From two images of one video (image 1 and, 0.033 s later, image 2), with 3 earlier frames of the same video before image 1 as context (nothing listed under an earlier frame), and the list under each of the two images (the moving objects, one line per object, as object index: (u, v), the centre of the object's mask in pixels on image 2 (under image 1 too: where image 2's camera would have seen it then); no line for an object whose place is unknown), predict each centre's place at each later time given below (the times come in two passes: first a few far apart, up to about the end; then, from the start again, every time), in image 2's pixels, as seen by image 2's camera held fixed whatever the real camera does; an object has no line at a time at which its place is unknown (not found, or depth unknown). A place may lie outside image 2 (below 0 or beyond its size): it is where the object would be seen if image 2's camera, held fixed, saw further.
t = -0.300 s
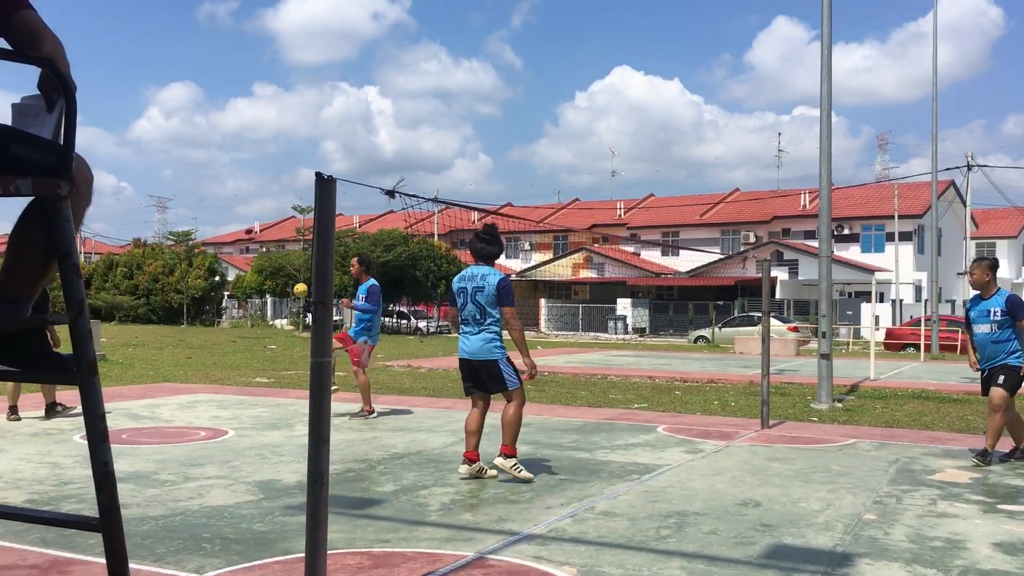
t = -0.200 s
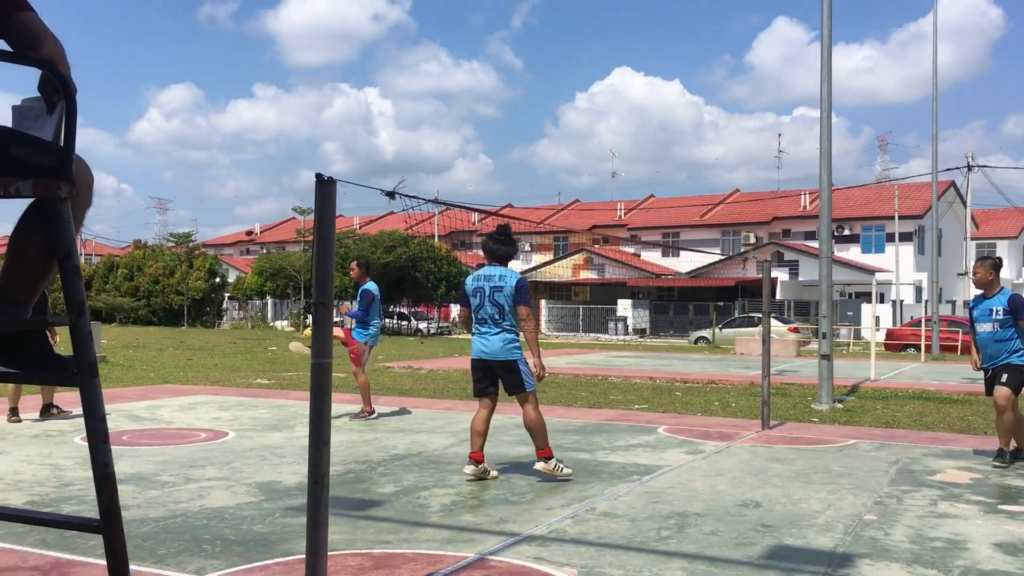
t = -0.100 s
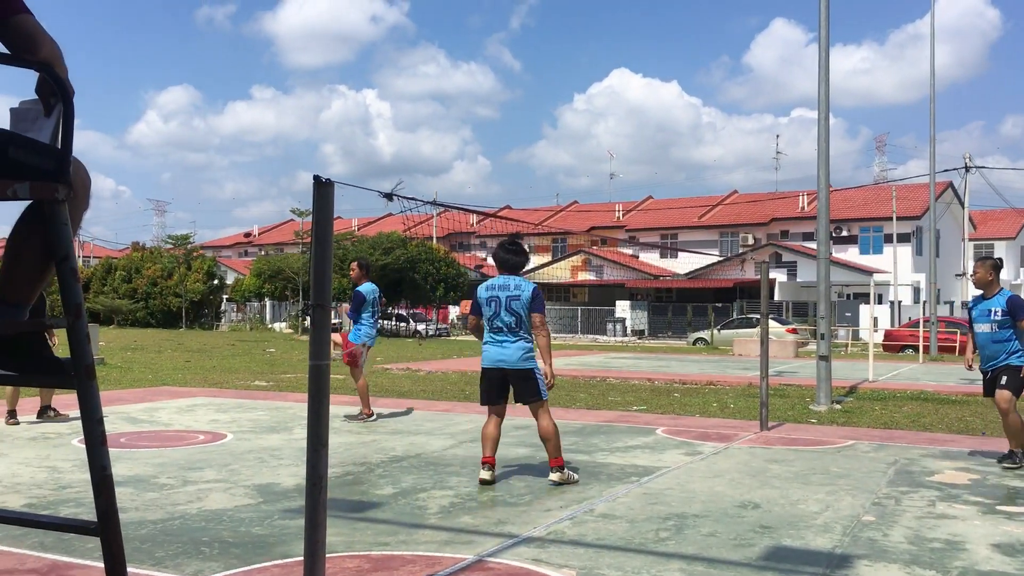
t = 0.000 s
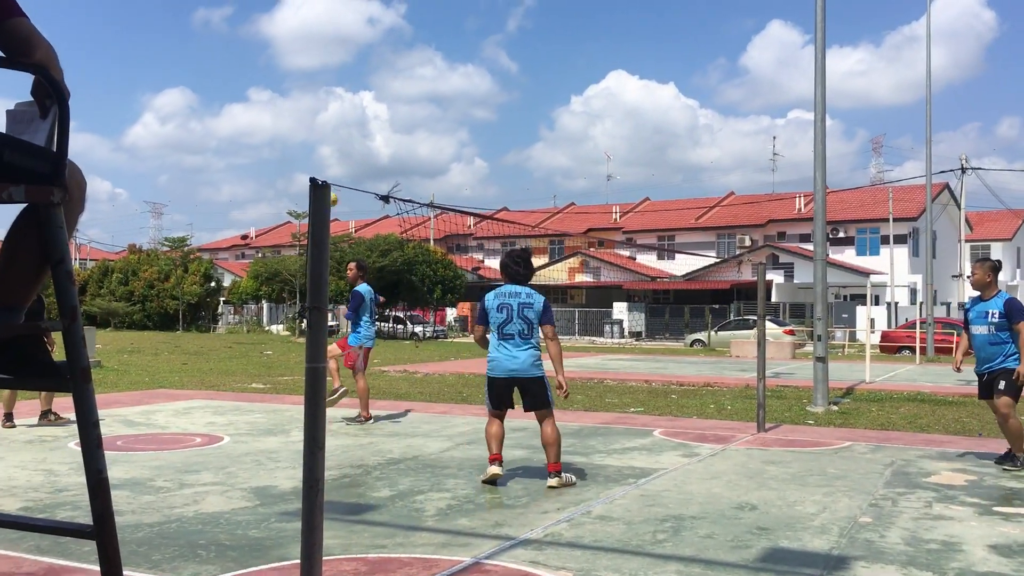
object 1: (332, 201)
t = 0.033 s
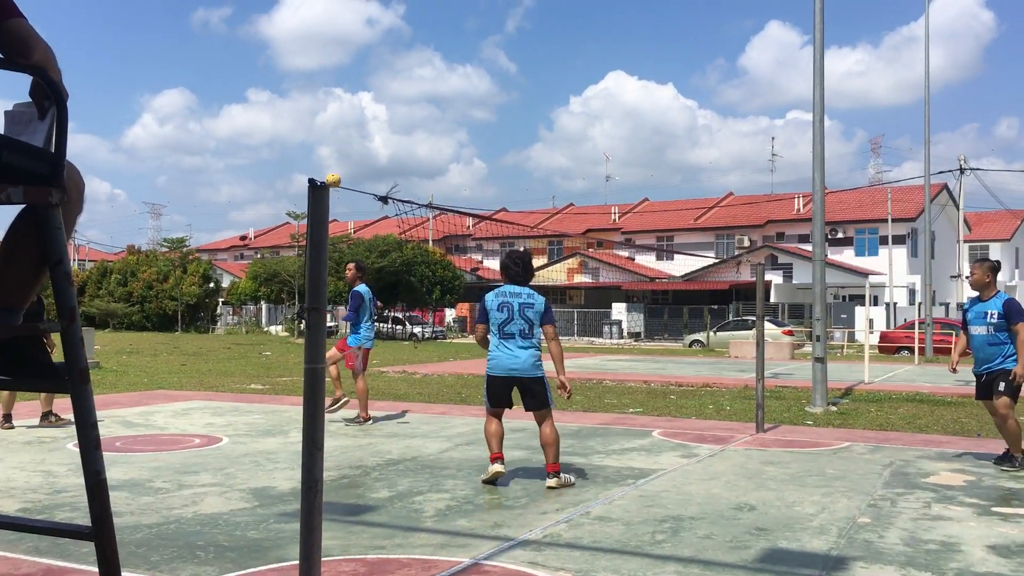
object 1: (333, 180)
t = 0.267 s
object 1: (361, 68)
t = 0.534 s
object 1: (396, 7)
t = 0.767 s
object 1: (431, 24)
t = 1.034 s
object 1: (475, 149)
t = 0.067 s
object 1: (337, 162)
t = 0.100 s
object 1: (341, 144)
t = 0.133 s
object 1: (345, 127)
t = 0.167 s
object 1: (349, 111)
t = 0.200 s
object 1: (352, 96)
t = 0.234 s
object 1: (356, 82)
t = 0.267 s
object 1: (361, 68)
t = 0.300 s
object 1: (365, 57)
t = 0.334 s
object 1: (370, 45)
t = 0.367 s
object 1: (374, 36)
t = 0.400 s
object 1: (378, 28)
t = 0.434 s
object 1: (383, 21)
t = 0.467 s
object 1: (387, 15)
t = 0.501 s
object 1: (392, 10)
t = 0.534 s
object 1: (396, 7)
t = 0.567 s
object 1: (401, 5)
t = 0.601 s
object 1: (406, 4)
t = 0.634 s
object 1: (411, 5)
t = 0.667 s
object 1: (416, 8)
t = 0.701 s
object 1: (421, 12)
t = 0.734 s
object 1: (426, 17)
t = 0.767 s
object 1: (431, 24)
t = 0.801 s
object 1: (437, 32)
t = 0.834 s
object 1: (442, 43)
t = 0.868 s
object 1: (447, 56)
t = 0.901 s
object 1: (453, 70)
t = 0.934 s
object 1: (458, 87)
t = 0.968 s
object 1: (464, 105)
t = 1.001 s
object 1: (470, 126)
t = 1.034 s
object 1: (475, 149)
